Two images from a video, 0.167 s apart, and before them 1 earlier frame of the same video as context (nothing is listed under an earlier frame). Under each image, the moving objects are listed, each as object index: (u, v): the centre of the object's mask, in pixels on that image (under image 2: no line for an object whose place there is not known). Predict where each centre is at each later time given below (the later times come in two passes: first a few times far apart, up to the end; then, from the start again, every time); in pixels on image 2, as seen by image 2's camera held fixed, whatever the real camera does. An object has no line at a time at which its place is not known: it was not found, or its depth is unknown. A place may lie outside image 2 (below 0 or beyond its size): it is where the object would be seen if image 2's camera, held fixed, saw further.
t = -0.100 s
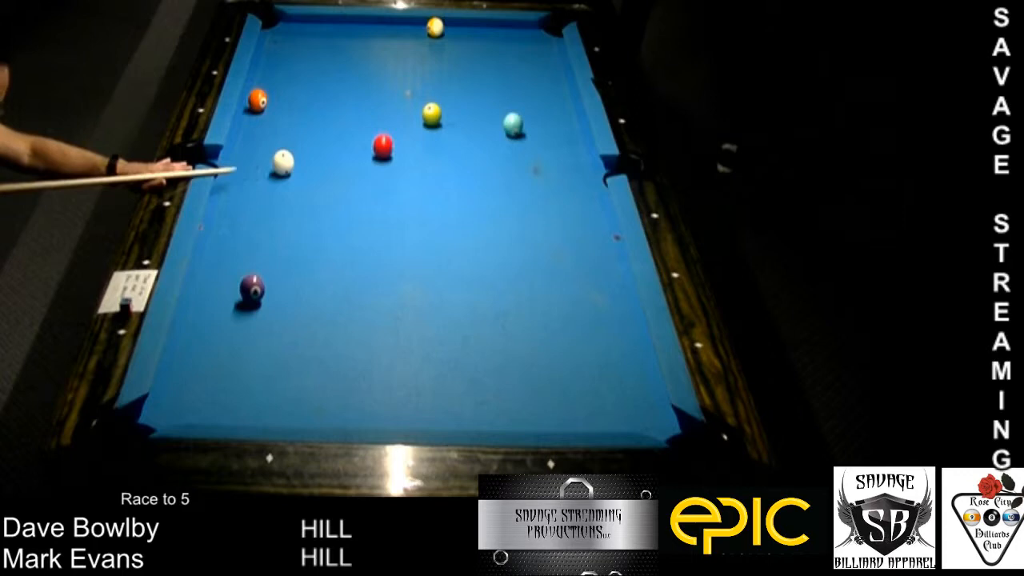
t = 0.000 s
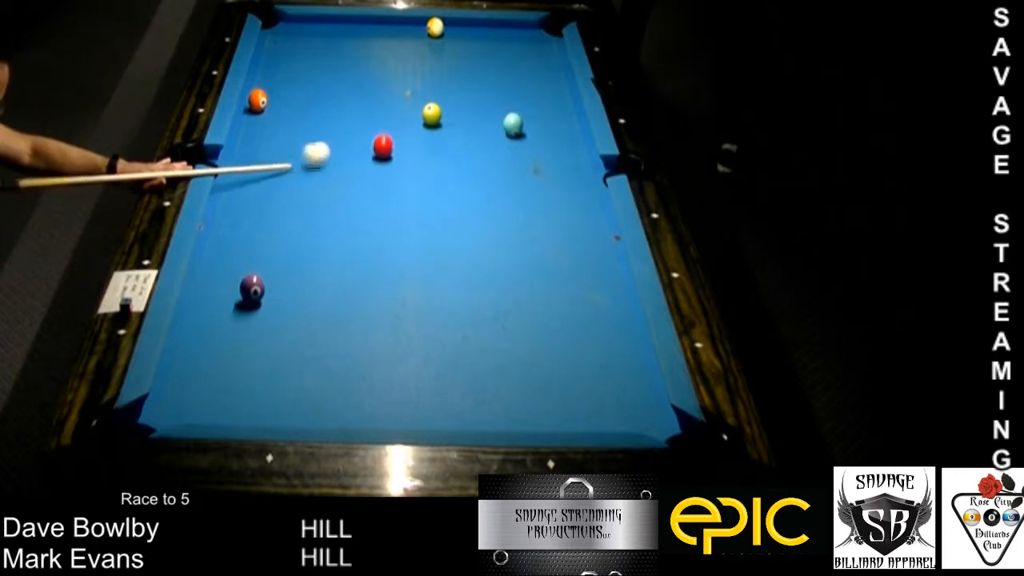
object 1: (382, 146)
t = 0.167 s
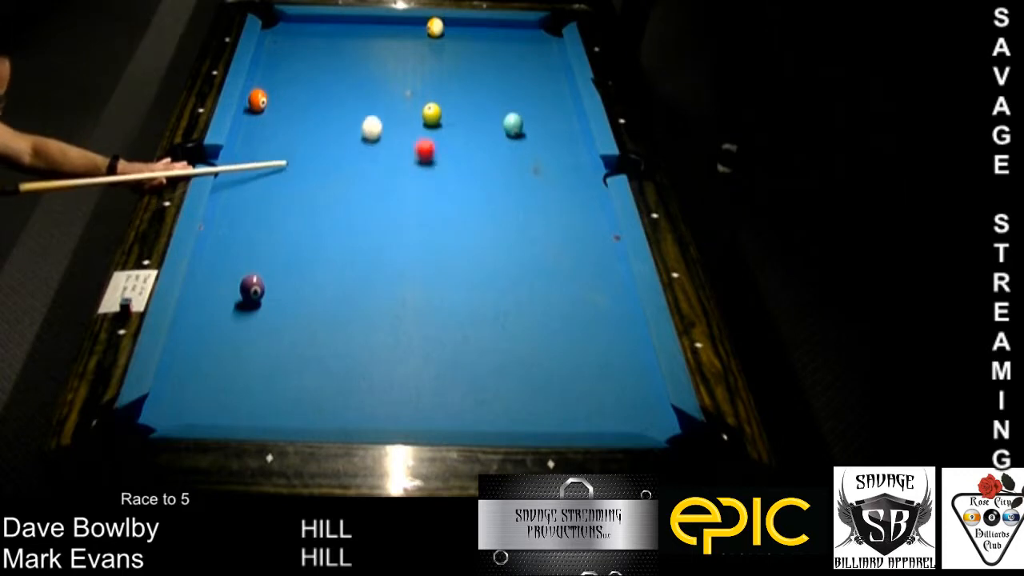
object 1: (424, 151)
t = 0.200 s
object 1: (439, 152)
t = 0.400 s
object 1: (527, 161)
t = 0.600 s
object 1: (600, 168)
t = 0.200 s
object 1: (439, 152)
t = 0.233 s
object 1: (452, 153)
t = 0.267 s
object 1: (466, 154)
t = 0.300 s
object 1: (486, 156)
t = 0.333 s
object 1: (500, 158)
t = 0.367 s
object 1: (513, 160)
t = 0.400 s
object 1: (527, 161)
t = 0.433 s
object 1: (540, 162)
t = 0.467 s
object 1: (554, 164)
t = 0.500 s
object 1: (560, 164)
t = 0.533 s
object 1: (574, 166)
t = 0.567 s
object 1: (587, 167)
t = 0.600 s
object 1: (600, 168)
